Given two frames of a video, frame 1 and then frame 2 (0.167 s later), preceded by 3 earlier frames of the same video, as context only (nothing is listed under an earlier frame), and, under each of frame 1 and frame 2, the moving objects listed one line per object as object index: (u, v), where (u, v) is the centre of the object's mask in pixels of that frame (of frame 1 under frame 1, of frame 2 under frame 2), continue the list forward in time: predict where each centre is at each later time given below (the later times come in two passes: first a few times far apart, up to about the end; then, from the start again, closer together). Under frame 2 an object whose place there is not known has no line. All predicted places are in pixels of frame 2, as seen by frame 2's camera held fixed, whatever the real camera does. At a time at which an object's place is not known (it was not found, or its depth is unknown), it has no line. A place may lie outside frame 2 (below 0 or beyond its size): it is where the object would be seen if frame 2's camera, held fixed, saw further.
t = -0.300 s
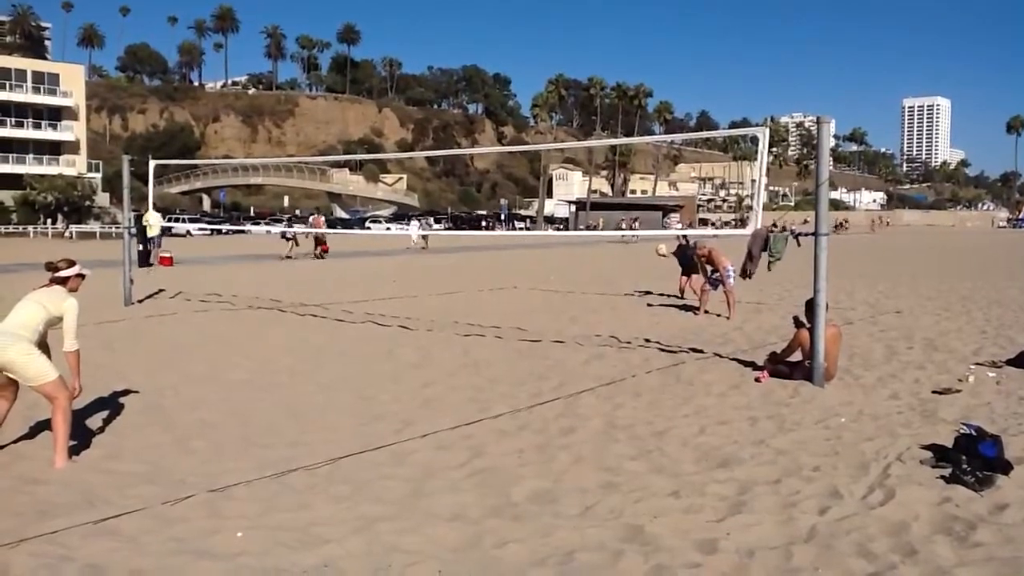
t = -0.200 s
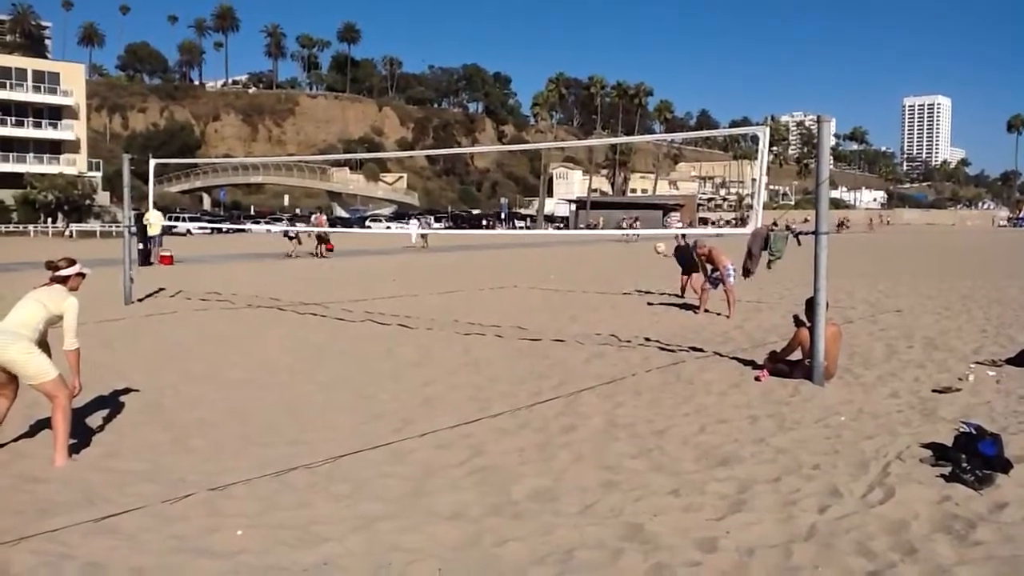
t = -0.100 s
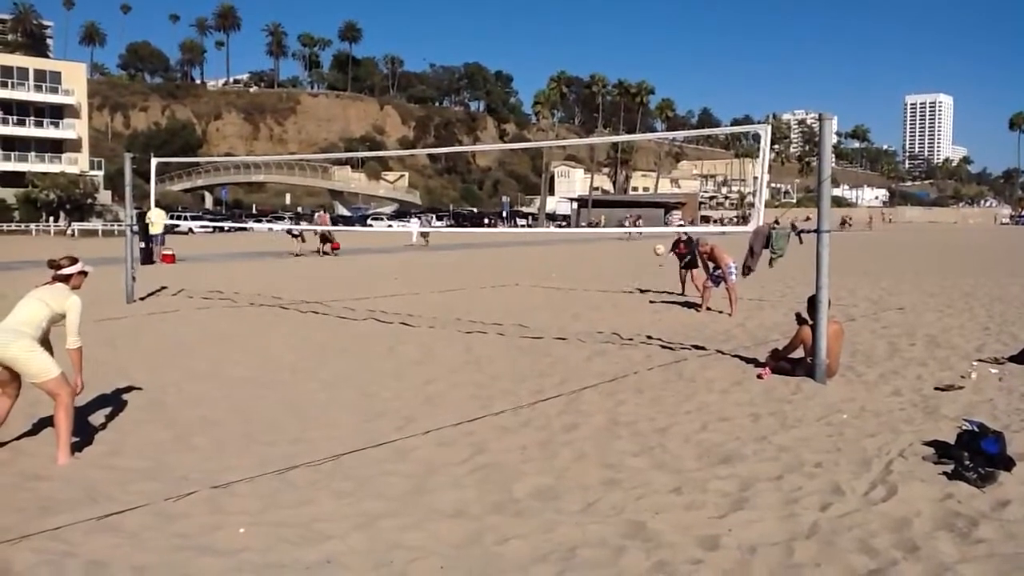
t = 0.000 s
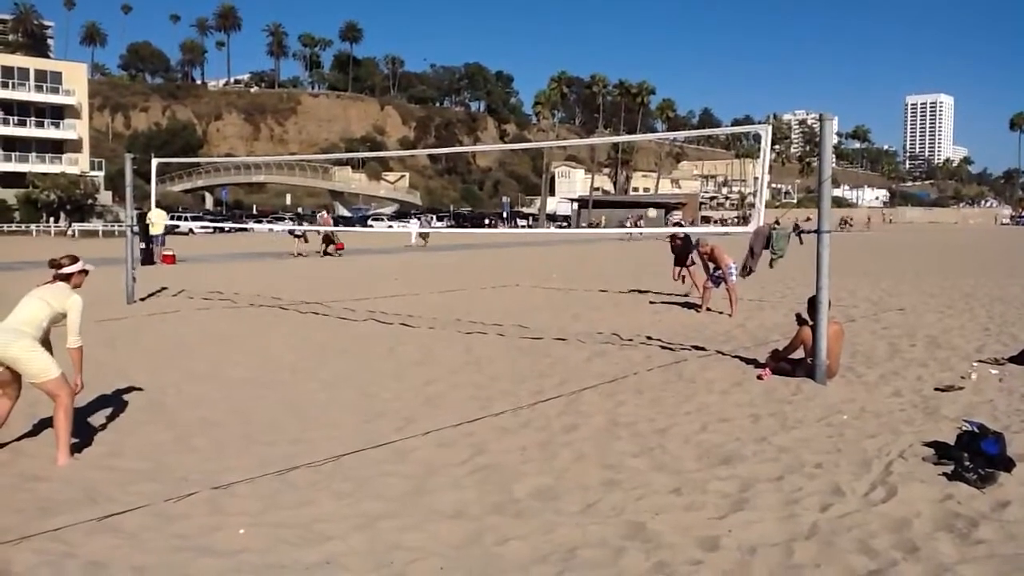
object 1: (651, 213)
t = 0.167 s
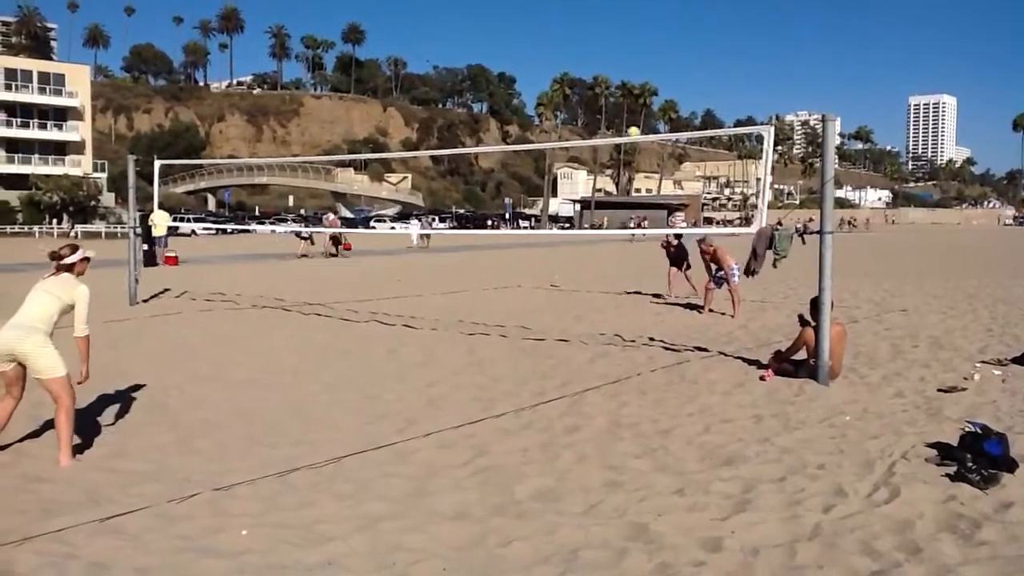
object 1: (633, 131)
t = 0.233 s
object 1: (624, 101)
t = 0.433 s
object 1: (594, 17)
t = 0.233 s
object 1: (624, 101)
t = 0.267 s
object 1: (620, 85)
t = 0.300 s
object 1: (614, 71)
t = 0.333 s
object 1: (610, 58)
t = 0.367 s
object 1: (605, 44)
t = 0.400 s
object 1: (600, 31)
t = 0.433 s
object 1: (594, 17)
